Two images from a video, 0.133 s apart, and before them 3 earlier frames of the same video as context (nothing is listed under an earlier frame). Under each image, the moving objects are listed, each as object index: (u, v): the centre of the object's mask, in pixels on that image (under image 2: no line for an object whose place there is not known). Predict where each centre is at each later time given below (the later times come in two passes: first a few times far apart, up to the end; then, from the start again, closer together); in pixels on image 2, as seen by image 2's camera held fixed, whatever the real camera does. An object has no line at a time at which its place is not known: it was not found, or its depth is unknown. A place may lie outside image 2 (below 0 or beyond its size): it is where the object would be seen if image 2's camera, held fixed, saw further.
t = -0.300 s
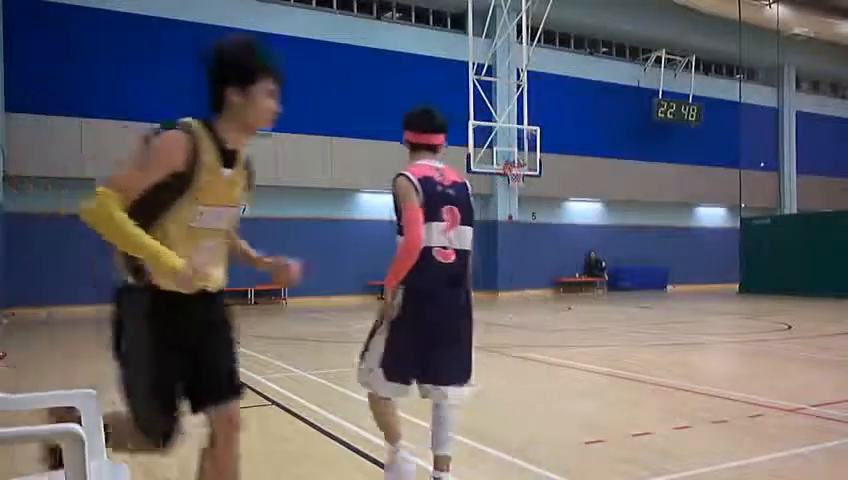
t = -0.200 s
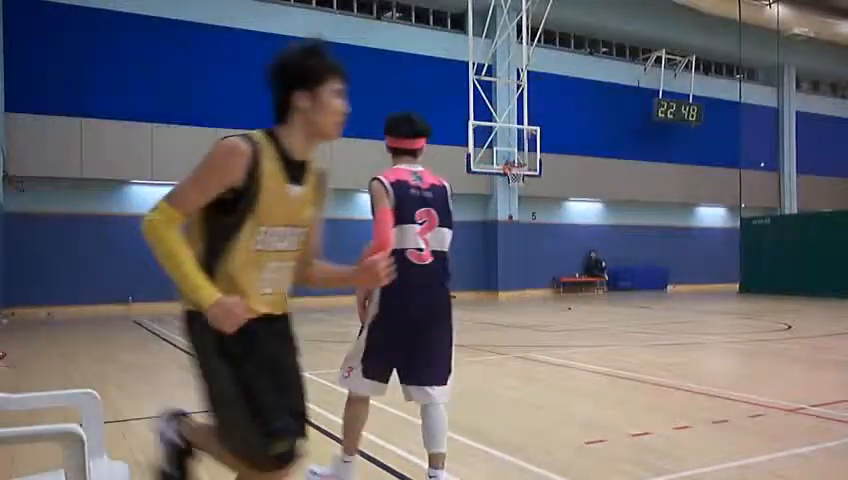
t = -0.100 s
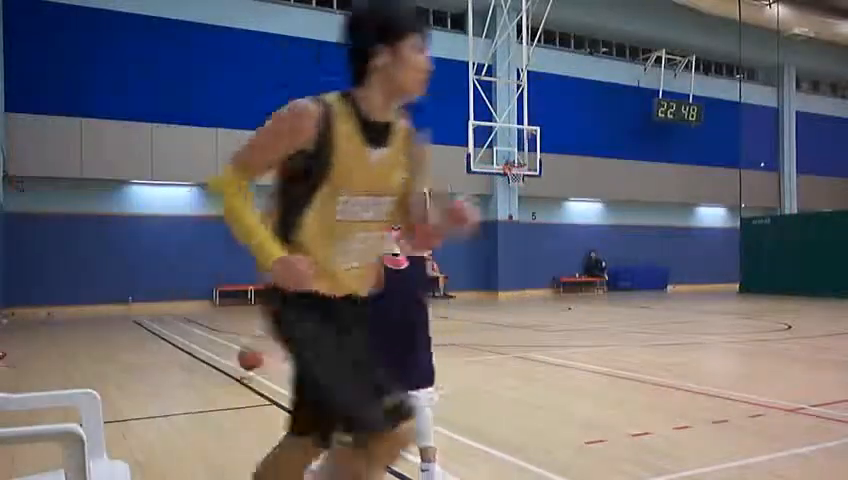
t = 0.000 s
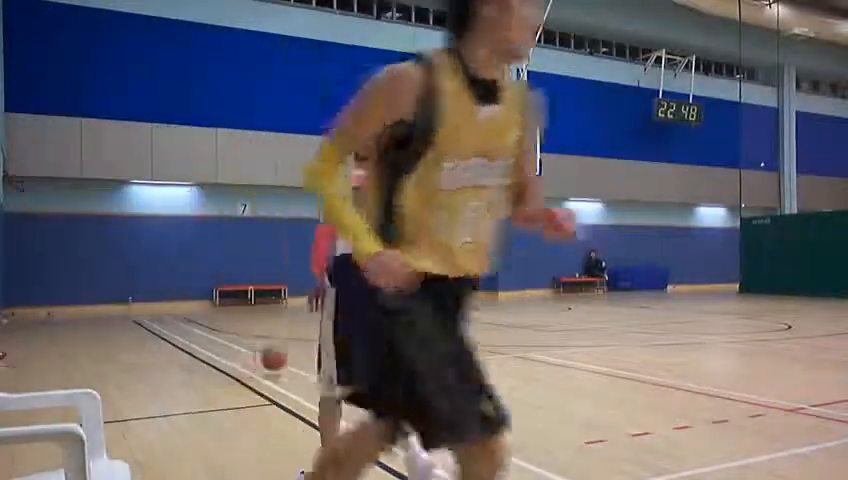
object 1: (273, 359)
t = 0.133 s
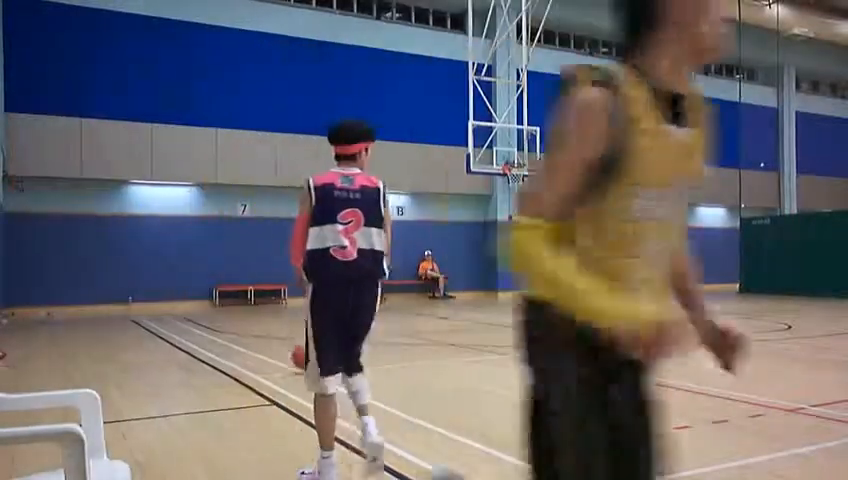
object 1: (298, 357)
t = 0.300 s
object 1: (347, 359)
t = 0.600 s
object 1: (400, 351)
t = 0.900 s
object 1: (452, 348)
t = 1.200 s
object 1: (500, 346)
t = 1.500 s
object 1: (544, 343)
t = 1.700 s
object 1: (570, 341)
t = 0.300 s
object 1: (347, 359)
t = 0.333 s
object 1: (350, 356)
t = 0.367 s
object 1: (353, 356)
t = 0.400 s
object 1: (360, 357)
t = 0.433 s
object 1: (367, 355)
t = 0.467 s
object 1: (373, 354)
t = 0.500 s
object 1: (380, 354)
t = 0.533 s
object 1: (387, 355)
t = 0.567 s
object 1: (393, 354)
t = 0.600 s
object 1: (400, 351)
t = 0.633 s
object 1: (406, 351)
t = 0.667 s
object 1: (412, 352)
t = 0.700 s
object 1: (418, 351)
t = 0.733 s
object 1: (424, 350)
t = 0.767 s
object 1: (430, 349)
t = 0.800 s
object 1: (436, 349)
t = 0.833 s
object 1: (441, 350)
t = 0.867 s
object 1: (447, 348)
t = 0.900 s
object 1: (452, 348)
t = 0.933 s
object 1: (458, 349)
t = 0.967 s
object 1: (464, 348)
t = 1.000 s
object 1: (469, 347)
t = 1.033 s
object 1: (474, 348)
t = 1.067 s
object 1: (480, 347)
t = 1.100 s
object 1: (485, 347)
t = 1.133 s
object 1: (491, 346)
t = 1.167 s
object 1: (496, 346)
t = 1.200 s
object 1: (500, 346)
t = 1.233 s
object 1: (506, 345)
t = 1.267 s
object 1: (510, 345)
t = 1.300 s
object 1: (516, 344)
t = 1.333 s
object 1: (520, 345)
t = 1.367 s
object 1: (525, 344)
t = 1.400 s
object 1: (530, 344)
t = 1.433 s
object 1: (534, 344)
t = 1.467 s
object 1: (539, 343)
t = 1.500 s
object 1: (544, 343)
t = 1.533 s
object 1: (548, 343)
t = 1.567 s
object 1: (553, 342)
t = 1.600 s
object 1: (557, 341)
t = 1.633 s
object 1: (561, 342)
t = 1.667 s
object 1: (566, 341)
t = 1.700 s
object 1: (570, 341)
